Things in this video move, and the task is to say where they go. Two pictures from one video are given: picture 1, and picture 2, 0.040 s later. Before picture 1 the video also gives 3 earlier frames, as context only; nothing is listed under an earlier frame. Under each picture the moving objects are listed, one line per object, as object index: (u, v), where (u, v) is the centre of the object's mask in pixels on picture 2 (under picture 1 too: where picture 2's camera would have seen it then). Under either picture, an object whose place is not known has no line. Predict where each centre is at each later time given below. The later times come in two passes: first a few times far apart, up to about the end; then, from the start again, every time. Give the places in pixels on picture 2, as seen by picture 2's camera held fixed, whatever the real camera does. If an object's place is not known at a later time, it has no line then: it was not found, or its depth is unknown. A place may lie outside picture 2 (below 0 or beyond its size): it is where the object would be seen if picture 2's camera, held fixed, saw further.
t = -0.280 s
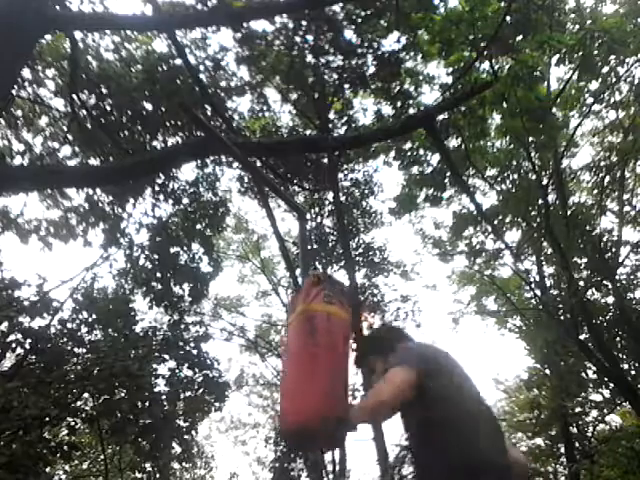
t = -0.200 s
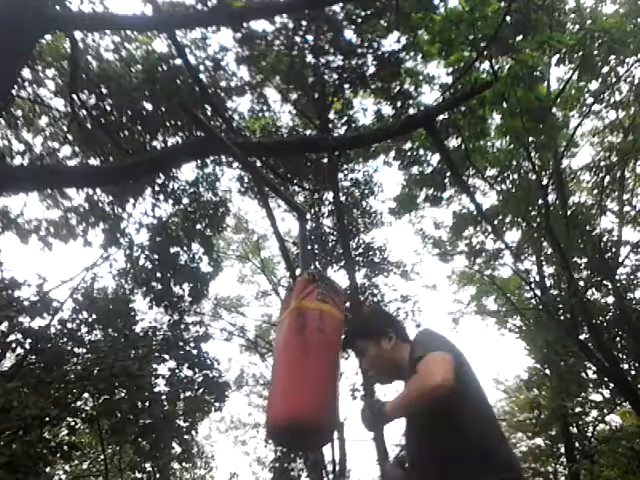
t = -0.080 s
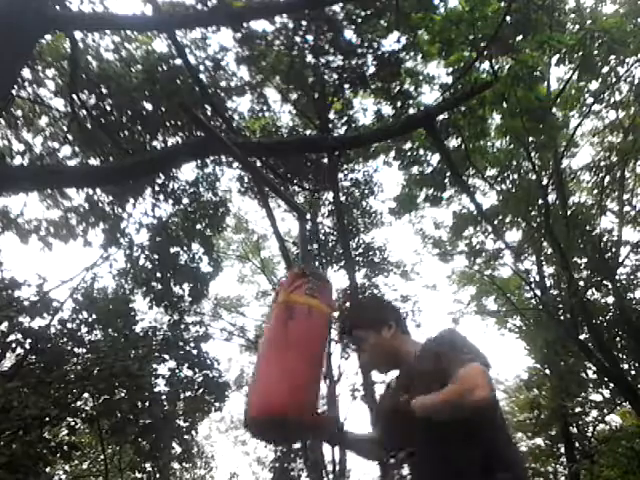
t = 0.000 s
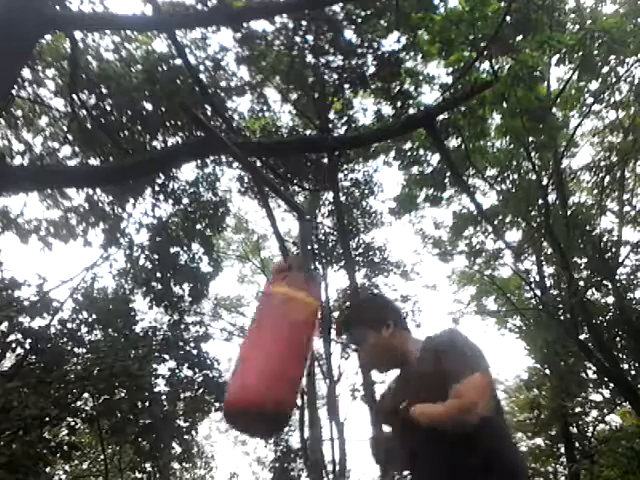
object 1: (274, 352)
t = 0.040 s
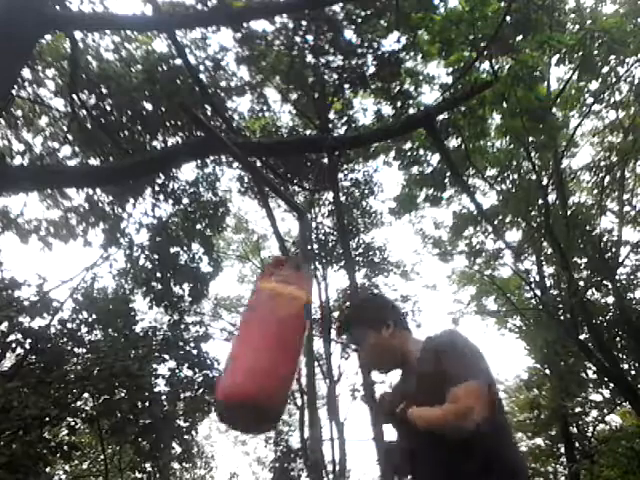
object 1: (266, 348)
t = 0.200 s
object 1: (245, 334)
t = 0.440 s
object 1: (242, 332)
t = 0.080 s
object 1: (258, 344)
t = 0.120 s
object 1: (252, 341)
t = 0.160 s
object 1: (248, 337)
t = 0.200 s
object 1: (245, 334)
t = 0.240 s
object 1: (242, 333)
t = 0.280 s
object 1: (241, 331)
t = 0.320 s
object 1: (240, 331)
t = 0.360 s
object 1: (239, 330)
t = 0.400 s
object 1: (240, 330)
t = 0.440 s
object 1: (242, 332)
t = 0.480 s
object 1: (246, 332)
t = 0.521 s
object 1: (250, 335)
